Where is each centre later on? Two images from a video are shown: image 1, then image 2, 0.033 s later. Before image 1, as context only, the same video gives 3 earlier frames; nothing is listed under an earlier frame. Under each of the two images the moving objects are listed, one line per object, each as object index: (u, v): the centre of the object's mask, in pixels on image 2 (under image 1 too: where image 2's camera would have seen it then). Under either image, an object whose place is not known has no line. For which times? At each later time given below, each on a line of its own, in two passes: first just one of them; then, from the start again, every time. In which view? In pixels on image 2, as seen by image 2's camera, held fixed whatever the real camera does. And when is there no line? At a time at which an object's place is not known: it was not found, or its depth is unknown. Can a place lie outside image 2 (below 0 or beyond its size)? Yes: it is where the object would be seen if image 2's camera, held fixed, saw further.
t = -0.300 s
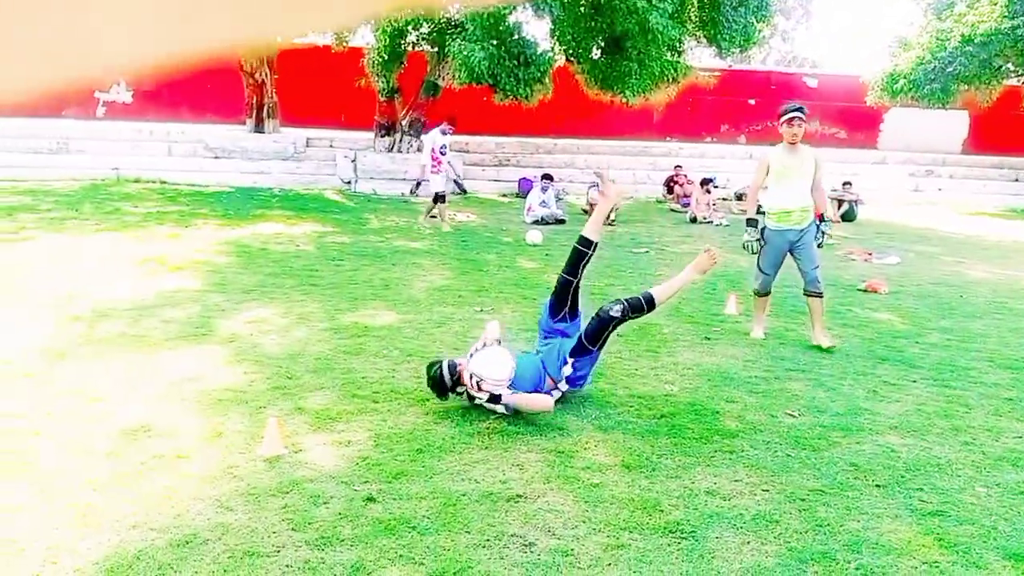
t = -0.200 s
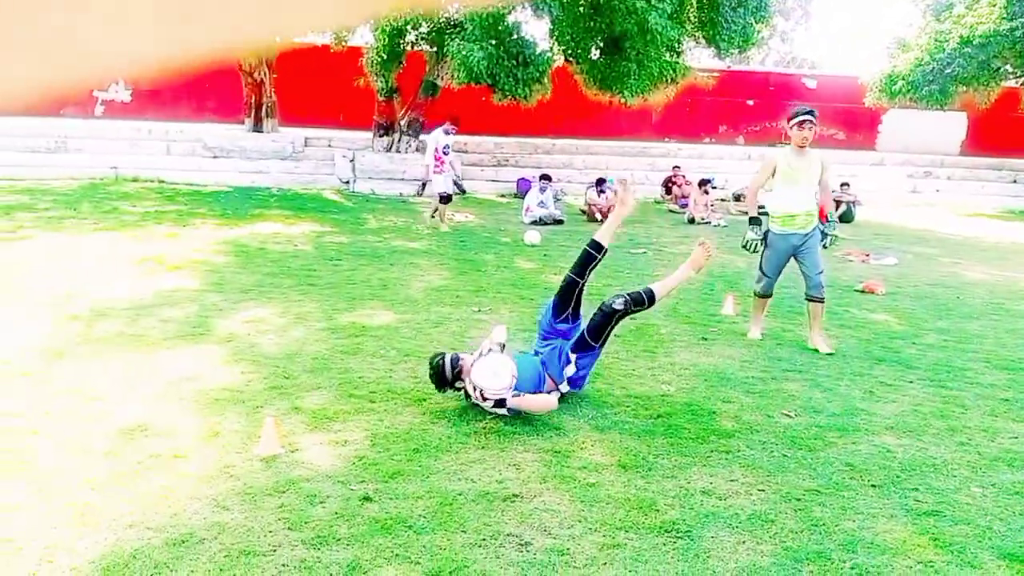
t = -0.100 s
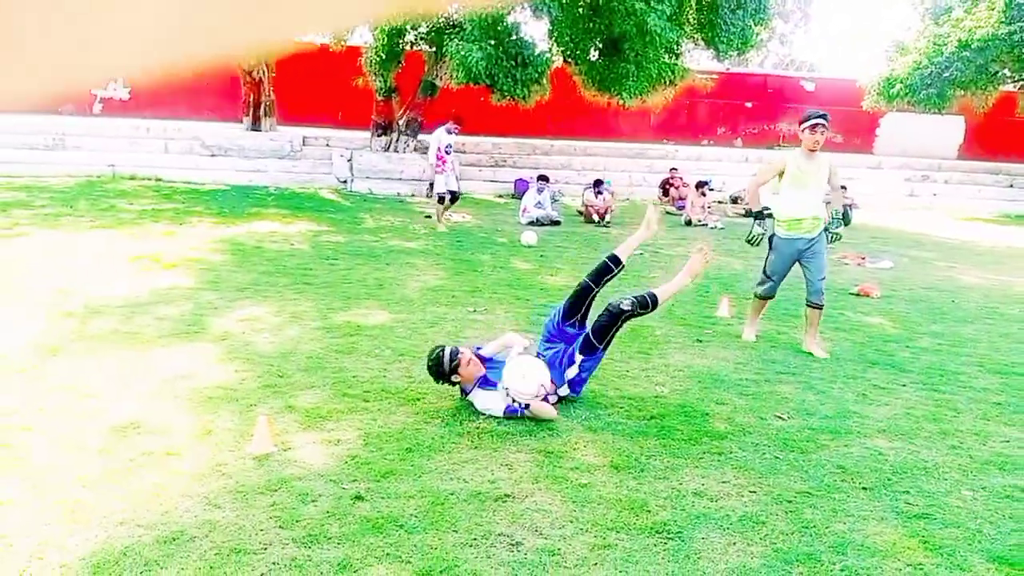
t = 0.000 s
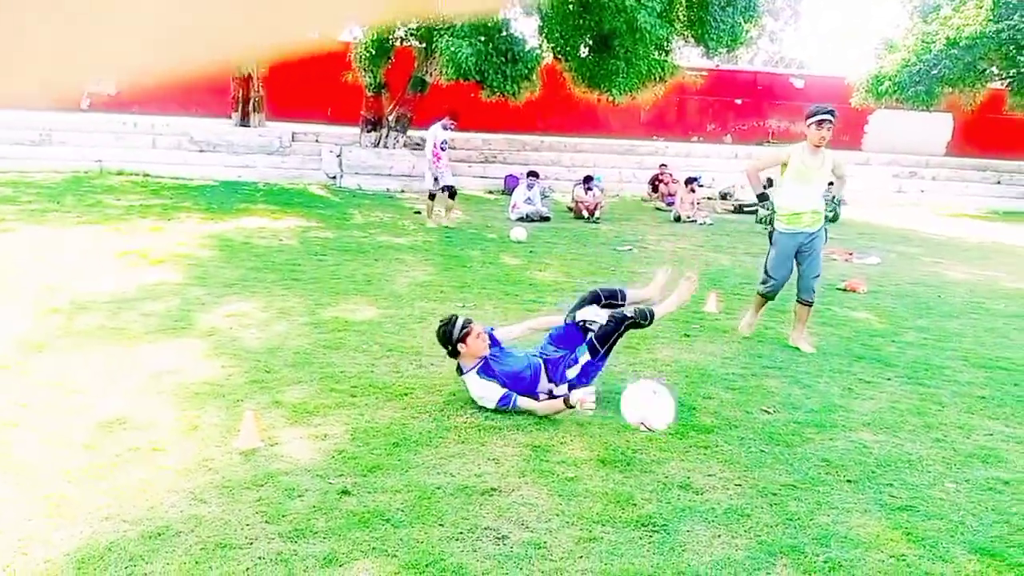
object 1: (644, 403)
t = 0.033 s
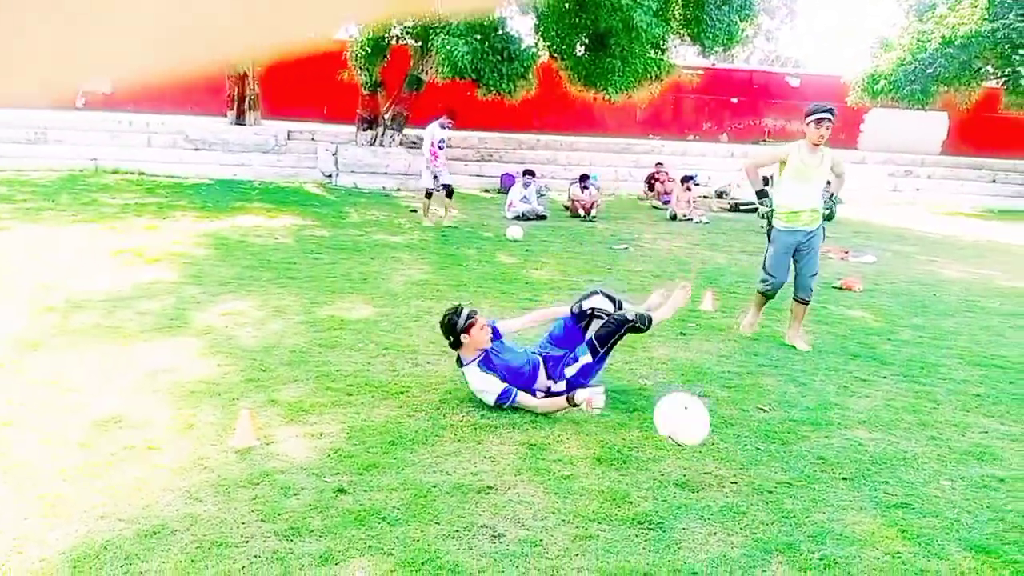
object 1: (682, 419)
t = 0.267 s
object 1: (898, 457)
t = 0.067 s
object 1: (722, 436)
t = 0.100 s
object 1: (762, 459)
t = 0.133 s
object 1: (790, 457)
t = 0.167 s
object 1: (818, 453)
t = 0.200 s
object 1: (844, 452)
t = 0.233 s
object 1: (870, 453)
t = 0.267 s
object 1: (898, 457)
